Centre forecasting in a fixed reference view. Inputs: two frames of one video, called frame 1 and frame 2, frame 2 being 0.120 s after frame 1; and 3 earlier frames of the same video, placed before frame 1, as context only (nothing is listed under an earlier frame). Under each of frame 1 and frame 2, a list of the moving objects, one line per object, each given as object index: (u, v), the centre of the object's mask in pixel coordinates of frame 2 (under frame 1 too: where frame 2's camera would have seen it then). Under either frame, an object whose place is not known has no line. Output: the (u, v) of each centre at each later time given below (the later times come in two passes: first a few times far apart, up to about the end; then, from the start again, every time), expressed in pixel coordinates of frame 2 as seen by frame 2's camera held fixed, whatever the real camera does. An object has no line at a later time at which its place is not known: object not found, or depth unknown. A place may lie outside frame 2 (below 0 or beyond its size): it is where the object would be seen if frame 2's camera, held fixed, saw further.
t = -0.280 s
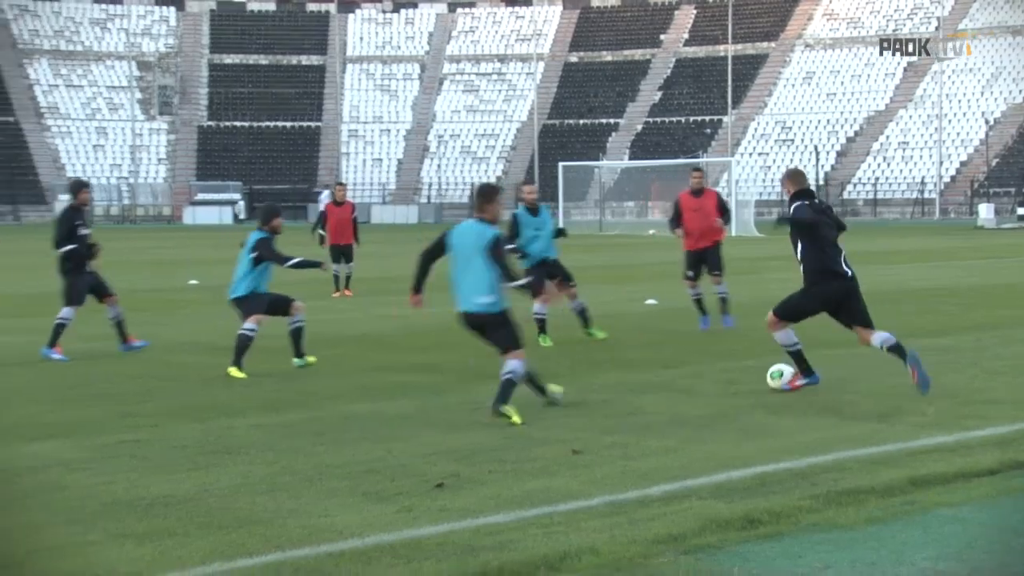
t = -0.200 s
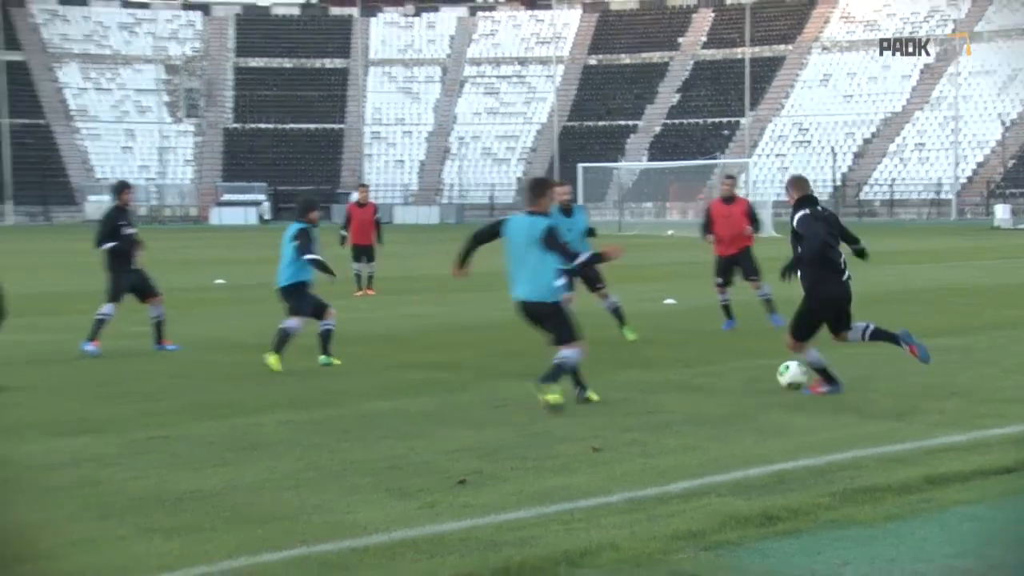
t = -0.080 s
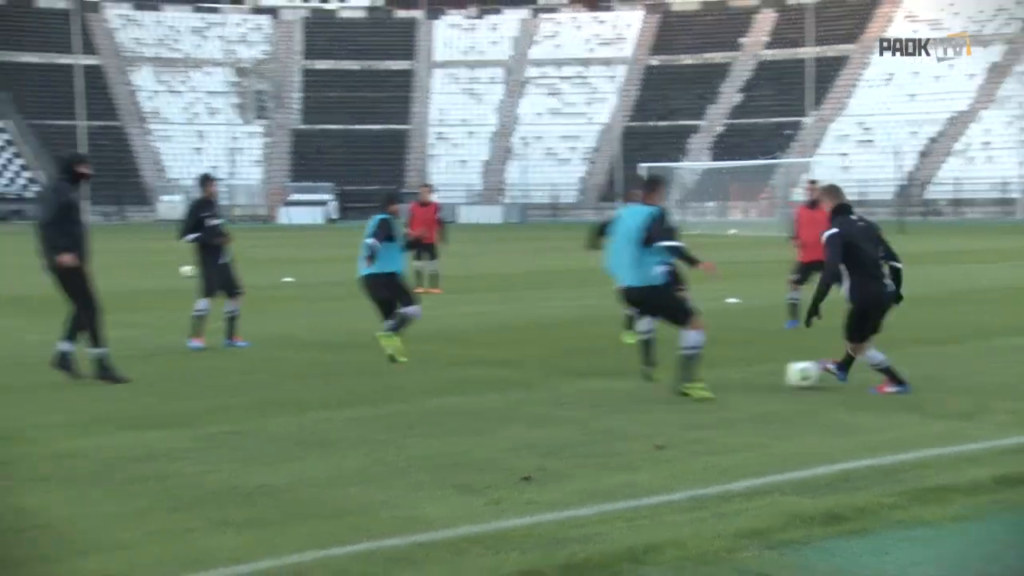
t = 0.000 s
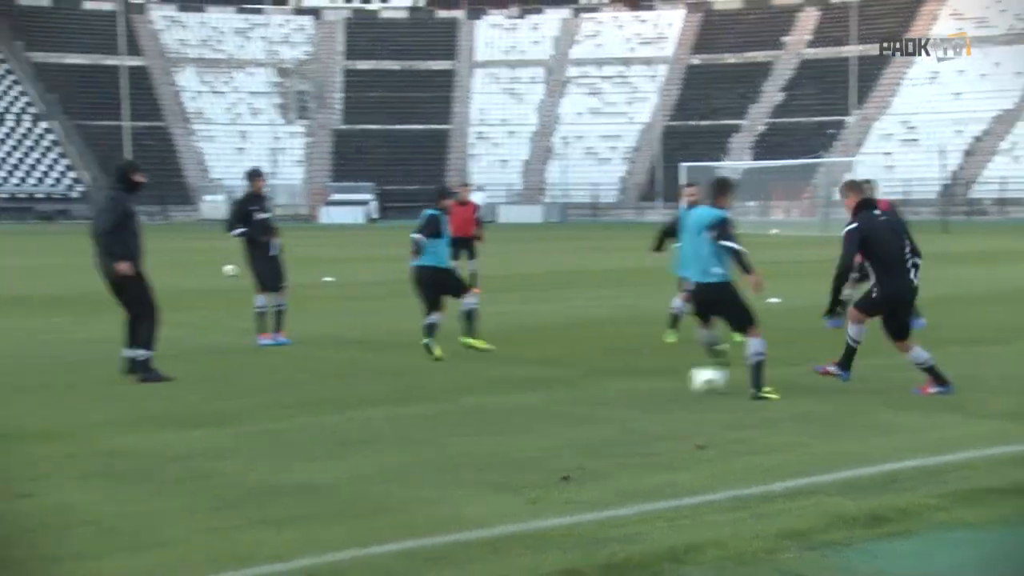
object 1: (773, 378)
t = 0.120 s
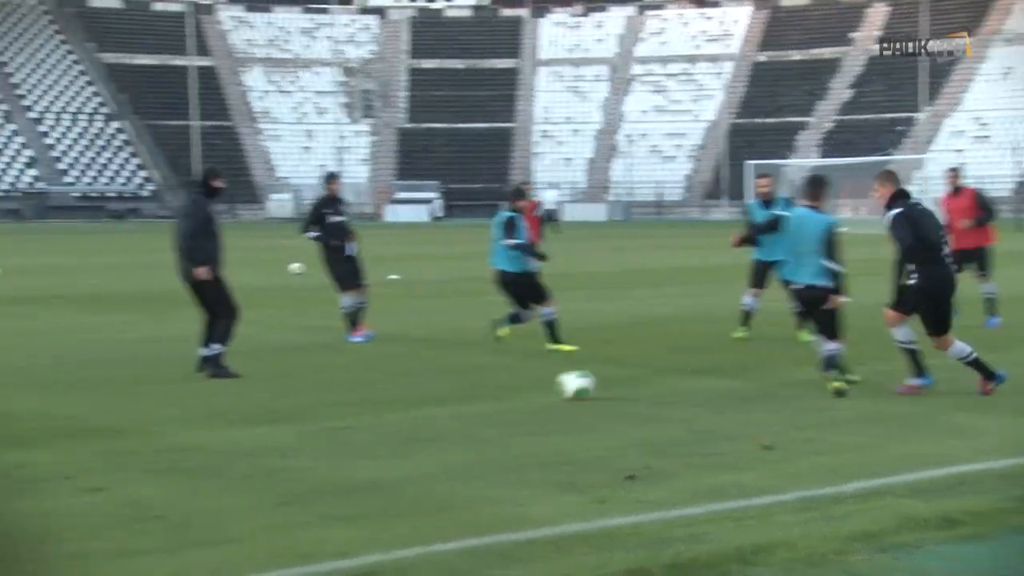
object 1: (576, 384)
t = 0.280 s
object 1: (318, 396)
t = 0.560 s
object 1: (-129, 419)
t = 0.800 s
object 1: (-505, 442)
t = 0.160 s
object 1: (510, 388)
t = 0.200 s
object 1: (443, 391)
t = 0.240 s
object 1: (379, 393)
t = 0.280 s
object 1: (318, 396)
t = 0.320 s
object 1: (254, 399)
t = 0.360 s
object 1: (189, 401)
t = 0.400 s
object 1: (127, 405)
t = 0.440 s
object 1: (63, 408)
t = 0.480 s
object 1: (-1, 412)
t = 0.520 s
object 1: (-63, 415)
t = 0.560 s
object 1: (-129, 419)
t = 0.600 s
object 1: (-191, 422)
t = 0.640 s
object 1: (-253, 425)
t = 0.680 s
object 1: (-318, 431)
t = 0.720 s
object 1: (-379, 434)
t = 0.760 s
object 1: (-442, 436)
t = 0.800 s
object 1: (-505, 442)
